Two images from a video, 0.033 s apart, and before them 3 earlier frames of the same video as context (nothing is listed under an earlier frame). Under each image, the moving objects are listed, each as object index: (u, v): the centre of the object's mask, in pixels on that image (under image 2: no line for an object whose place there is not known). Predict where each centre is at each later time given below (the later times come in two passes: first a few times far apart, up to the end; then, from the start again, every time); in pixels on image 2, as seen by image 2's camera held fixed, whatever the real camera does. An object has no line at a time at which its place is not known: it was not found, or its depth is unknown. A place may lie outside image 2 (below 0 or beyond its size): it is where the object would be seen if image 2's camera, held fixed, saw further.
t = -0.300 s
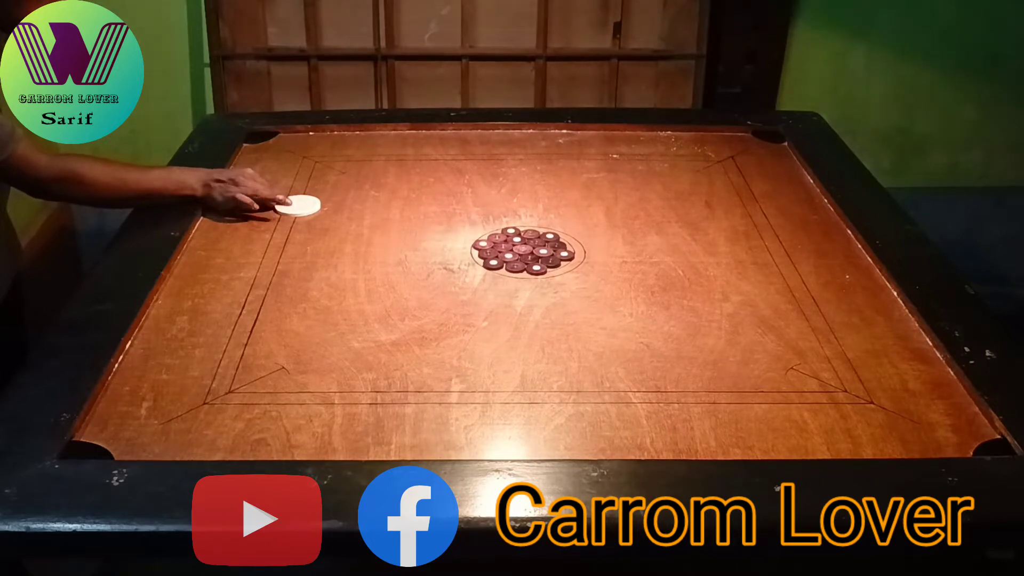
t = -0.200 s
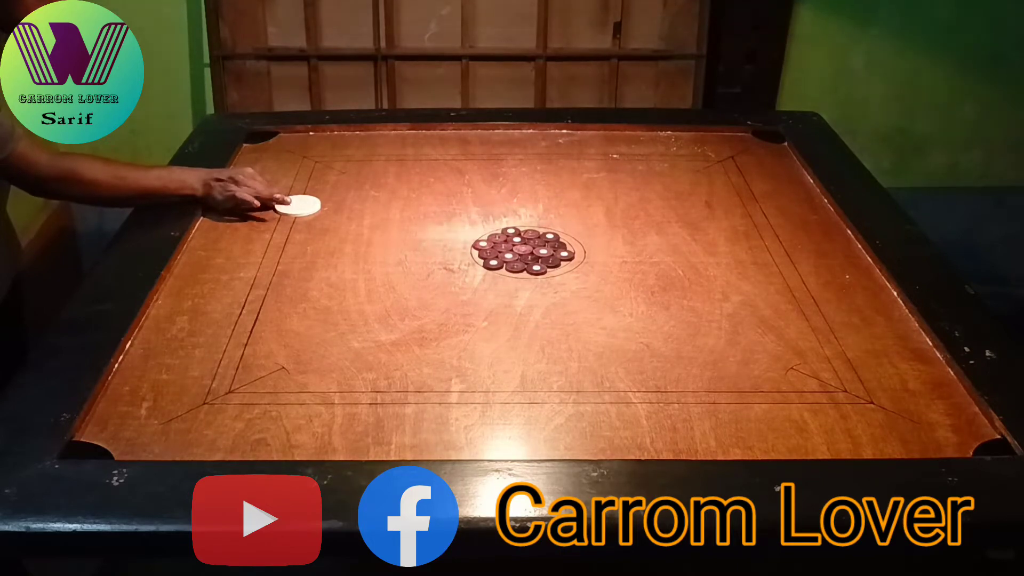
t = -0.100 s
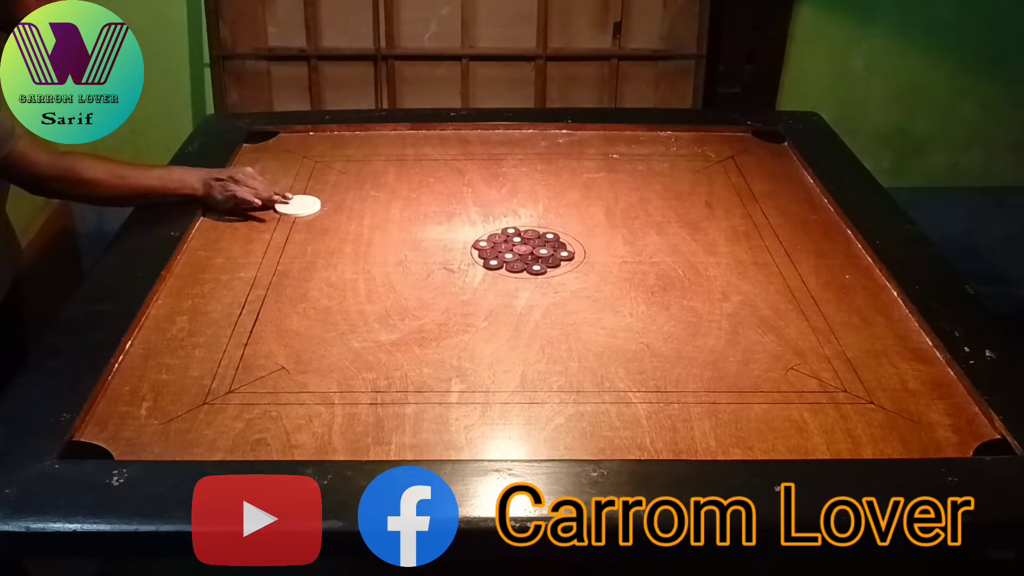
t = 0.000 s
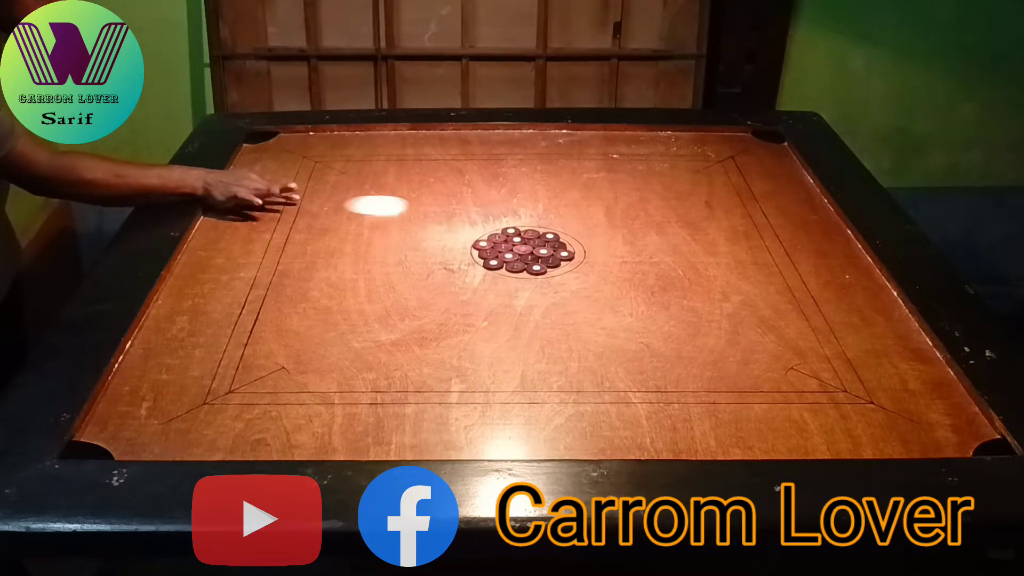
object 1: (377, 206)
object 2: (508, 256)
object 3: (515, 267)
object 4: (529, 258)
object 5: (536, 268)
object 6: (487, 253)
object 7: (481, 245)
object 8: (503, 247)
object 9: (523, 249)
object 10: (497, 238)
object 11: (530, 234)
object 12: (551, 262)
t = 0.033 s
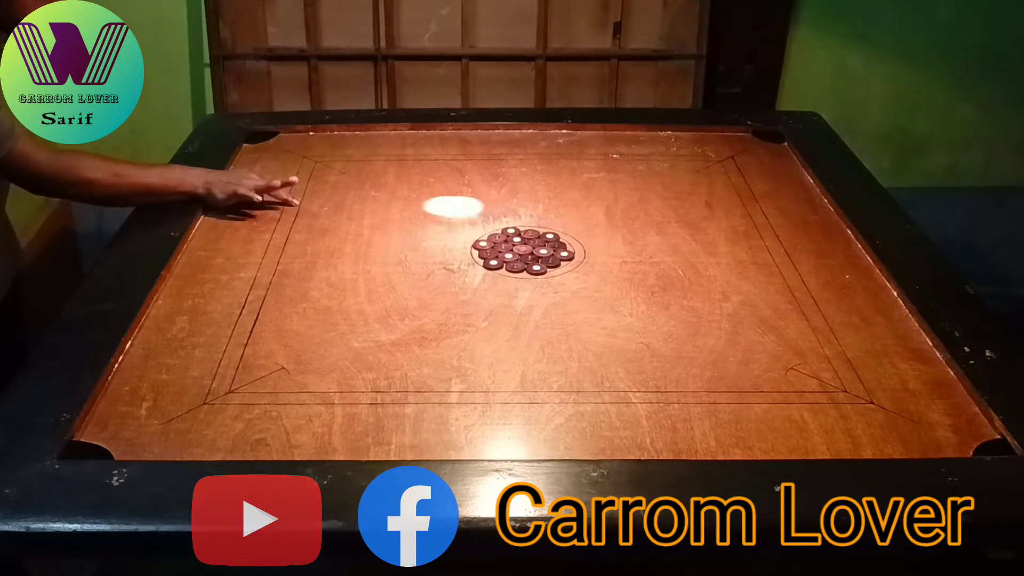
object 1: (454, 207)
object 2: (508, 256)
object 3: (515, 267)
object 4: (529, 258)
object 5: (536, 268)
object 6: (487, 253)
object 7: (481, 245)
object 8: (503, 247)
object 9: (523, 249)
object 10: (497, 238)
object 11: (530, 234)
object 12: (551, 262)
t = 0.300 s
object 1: (653, 223)
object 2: (508, 256)
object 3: (515, 266)
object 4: (529, 258)
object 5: (536, 268)
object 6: (487, 253)
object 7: (482, 245)
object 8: (503, 247)
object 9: (523, 249)
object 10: (497, 238)
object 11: (530, 234)
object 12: (551, 262)
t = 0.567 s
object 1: (449, 190)
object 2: (344, 326)
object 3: (509, 333)
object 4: (532, 324)
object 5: (590, 330)
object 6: (347, 254)
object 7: (372, 235)
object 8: (403, 258)
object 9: (439, 285)
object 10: (415, 238)
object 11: (461, 213)
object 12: (562, 290)
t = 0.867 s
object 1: (330, 159)
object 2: (105, 422)
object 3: (504, 390)
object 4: (532, 382)
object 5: (633, 381)
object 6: (192, 251)
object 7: (281, 226)
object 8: (310, 265)
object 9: (370, 313)
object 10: (367, 238)
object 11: (438, 206)
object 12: (563, 294)
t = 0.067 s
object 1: (528, 208)
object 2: (508, 256)
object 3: (515, 267)
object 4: (529, 258)
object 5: (536, 268)
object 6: (487, 254)
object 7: (481, 245)
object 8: (503, 247)
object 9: (523, 249)
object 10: (497, 238)
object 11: (530, 234)
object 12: (551, 262)
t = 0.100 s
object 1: (603, 209)
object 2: (508, 256)
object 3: (515, 267)
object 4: (529, 259)
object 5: (536, 268)
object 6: (487, 253)
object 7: (481, 245)
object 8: (503, 247)
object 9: (523, 249)
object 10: (497, 238)
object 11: (530, 233)
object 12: (551, 262)
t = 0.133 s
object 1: (678, 212)
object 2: (508, 256)
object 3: (515, 267)
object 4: (529, 259)
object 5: (536, 268)
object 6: (488, 253)
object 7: (482, 244)
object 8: (503, 247)
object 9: (523, 249)
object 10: (497, 238)
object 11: (530, 234)
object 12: (551, 262)
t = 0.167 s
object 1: (754, 214)
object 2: (508, 256)
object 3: (515, 267)
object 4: (529, 259)
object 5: (536, 268)
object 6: (487, 253)
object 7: (482, 244)
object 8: (503, 247)
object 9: (523, 249)
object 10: (497, 238)
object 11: (530, 233)
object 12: (551, 262)
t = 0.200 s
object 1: (810, 217)
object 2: (508, 256)
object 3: (515, 266)
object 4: (529, 258)
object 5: (536, 268)
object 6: (487, 254)
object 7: (482, 244)
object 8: (503, 247)
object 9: (523, 249)
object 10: (497, 238)
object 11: (530, 234)
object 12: (551, 262)
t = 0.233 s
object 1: (759, 219)
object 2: (508, 256)
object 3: (515, 266)
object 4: (529, 258)
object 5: (536, 268)
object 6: (487, 254)
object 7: (482, 244)
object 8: (503, 247)
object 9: (523, 249)
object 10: (497, 238)
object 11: (530, 234)
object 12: (551, 262)
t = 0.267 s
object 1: (706, 221)
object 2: (508, 256)
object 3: (515, 266)
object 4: (529, 258)
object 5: (536, 268)
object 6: (487, 254)
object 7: (482, 245)
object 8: (503, 247)
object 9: (523, 249)
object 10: (497, 238)
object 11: (530, 234)
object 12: (551, 262)
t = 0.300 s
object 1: (653, 223)
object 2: (508, 256)
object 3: (515, 266)
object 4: (529, 258)
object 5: (536, 268)
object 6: (487, 253)
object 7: (482, 245)
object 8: (503, 247)
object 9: (523, 249)
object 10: (497, 238)
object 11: (530, 234)
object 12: (551, 262)
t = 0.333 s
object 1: (600, 226)
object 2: (508, 256)
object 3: (515, 266)
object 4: (529, 258)
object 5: (536, 268)
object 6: (487, 253)
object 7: (482, 245)
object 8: (503, 247)
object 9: (523, 249)
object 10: (497, 238)
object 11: (530, 234)
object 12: (551, 262)
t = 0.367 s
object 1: (562, 224)
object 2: (495, 262)
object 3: (515, 272)
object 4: (530, 265)
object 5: (542, 274)
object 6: (475, 254)
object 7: (472, 244)
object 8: (492, 248)
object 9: (515, 253)
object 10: (489, 238)
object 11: (523, 232)
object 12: (552, 265)
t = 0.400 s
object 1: (540, 218)
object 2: (473, 272)
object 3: (514, 282)
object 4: (530, 274)
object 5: (550, 285)
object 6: (453, 254)
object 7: (453, 242)
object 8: (477, 250)
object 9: (502, 259)
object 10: (475, 238)
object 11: (509, 227)
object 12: (554, 271)
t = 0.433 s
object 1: (520, 211)
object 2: (449, 282)
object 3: (513, 293)
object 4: (531, 285)
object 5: (559, 294)
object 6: (431, 253)
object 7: (436, 241)
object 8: (461, 252)
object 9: (489, 265)
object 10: (461, 238)
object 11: (498, 224)
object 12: (557, 276)
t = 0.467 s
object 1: (501, 205)
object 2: (423, 293)
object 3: (512, 303)
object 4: (531, 295)
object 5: (567, 303)
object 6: (409, 253)
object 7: (418, 239)
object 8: (446, 254)
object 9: (476, 270)
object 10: (448, 238)
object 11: (487, 220)
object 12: (558, 280)
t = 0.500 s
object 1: (482, 200)
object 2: (398, 303)
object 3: (511, 314)
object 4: (531, 305)
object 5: (575, 312)
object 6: (388, 254)
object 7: (402, 238)
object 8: (431, 255)
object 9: (463, 275)
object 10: (437, 238)
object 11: (477, 217)
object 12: (560, 284)
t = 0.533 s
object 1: (465, 195)
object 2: (371, 315)
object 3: (510, 323)
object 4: (531, 315)
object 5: (583, 322)
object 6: (367, 253)
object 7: (387, 236)
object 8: (416, 257)
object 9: (451, 280)
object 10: (426, 238)
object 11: (469, 215)
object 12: (561, 287)
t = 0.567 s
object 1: (449, 190)
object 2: (344, 326)
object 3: (509, 333)
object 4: (532, 324)
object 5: (590, 330)
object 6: (347, 254)
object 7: (372, 235)
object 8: (403, 258)
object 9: (439, 285)
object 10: (415, 238)
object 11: (461, 213)
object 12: (562, 290)
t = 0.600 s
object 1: (434, 186)
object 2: (317, 337)
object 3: (509, 341)
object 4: (532, 333)
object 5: (597, 338)
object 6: (327, 253)
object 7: (358, 234)
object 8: (390, 259)
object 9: (428, 290)
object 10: (406, 238)
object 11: (455, 211)
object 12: (562, 292)
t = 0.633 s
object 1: (419, 182)
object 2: (287, 349)
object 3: (508, 350)
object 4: (532, 341)
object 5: (603, 345)
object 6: (307, 253)
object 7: (345, 232)
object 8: (377, 260)
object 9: (417, 294)
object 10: (397, 238)
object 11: (450, 210)
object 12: (563, 293)
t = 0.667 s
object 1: (404, 178)
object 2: (260, 360)
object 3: (507, 358)
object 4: (533, 349)
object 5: (609, 352)
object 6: (288, 253)
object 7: (331, 231)
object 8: (366, 261)
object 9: (407, 299)
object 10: (390, 238)
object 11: (445, 208)
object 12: (563, 294)
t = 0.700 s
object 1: (390, 174)
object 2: (232, 372)
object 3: (507, 365)
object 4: (533, 356)
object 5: (614, 359)
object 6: (270, 253)
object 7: (321, 230)
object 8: (356, 262)
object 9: (398, 302)
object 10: (383, 238)
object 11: (442, 208)
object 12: (563, 294)
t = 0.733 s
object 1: (378, 171)
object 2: (206, 382)
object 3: (506, 371)
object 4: (533, 363)
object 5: (619, 364)
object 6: (252, 253)
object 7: (311, 229)
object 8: (345, 263)
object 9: (390, 305)
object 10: (377, 238)
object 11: (440, 207)
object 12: (563, 294)
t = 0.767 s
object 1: (365, 168)
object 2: (179, 392)
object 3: (505, 377)
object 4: (533, 369)
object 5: (623, 370)
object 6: (236, 252)
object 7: (302, 228)
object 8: (335, 264)
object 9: (383, 308)
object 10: (373, 238)
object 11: (439, 207)
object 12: (563, 294)
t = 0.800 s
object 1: (353, 165)
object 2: (153, 403)
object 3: (505, 383)
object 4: (533, 374)
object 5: (627, 374)
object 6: (219, 252)
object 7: (294, 228)
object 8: (326, 265)
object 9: (377, 310)
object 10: (369, 238)
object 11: (438, 207)
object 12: (563, 294)
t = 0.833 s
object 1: (341, 162)
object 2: (128, 412)
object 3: (504, 387)
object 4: (533, 378)
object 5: (630, 378)
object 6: (205, 251)
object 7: (287, 227)
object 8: (318, 265)
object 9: (373, 312)
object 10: (367, 238)
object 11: (438, 206)
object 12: (563, 294)
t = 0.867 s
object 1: (330, 159)
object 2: (105, 422)
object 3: (504, 390)
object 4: (532, 382)
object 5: (633, 381)
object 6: (192, 251)
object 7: (281, 226)
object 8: (310, 265)
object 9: (370, 313)
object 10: (367, 238)
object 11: (438, 206)
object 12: (563, 294)
